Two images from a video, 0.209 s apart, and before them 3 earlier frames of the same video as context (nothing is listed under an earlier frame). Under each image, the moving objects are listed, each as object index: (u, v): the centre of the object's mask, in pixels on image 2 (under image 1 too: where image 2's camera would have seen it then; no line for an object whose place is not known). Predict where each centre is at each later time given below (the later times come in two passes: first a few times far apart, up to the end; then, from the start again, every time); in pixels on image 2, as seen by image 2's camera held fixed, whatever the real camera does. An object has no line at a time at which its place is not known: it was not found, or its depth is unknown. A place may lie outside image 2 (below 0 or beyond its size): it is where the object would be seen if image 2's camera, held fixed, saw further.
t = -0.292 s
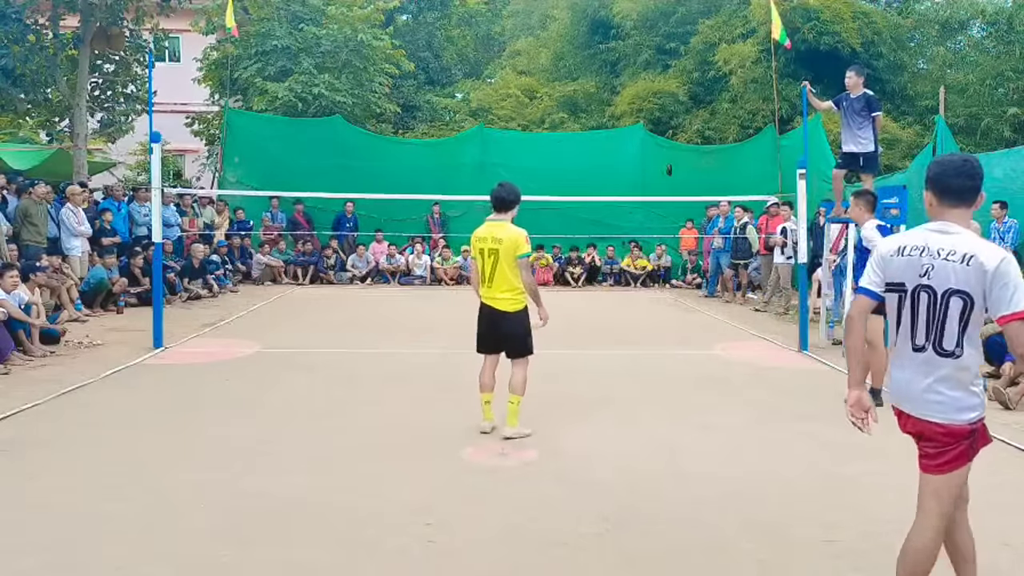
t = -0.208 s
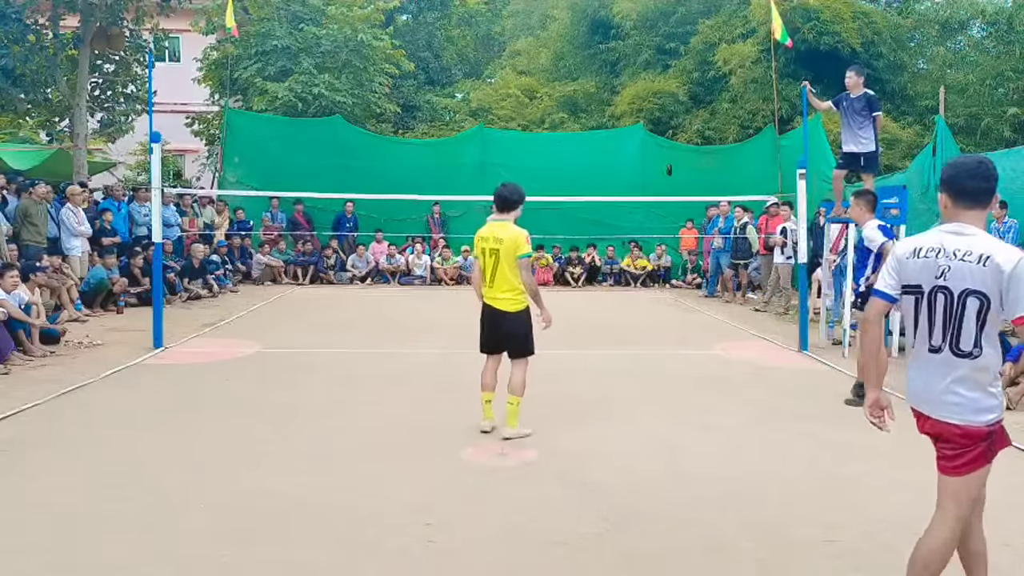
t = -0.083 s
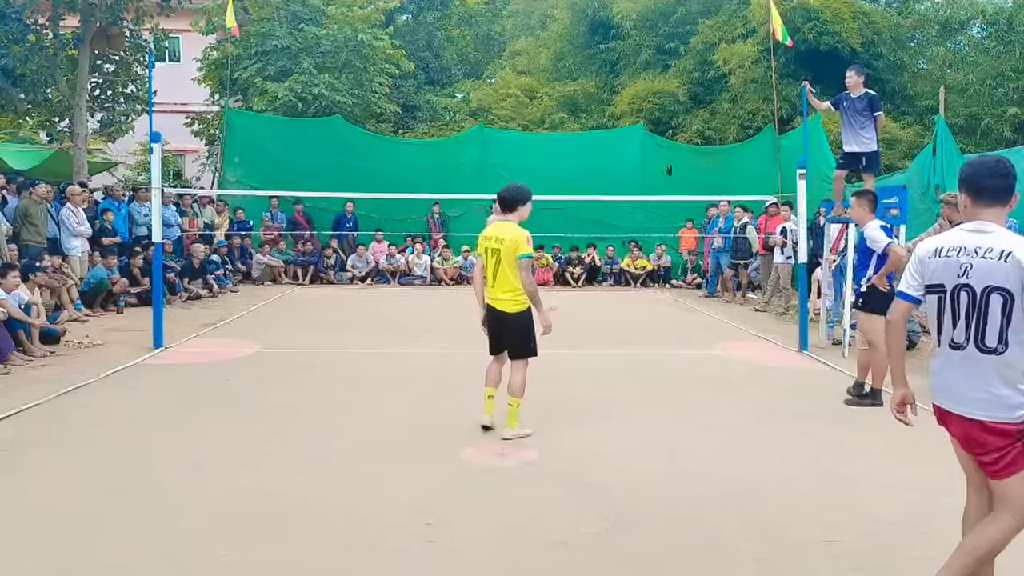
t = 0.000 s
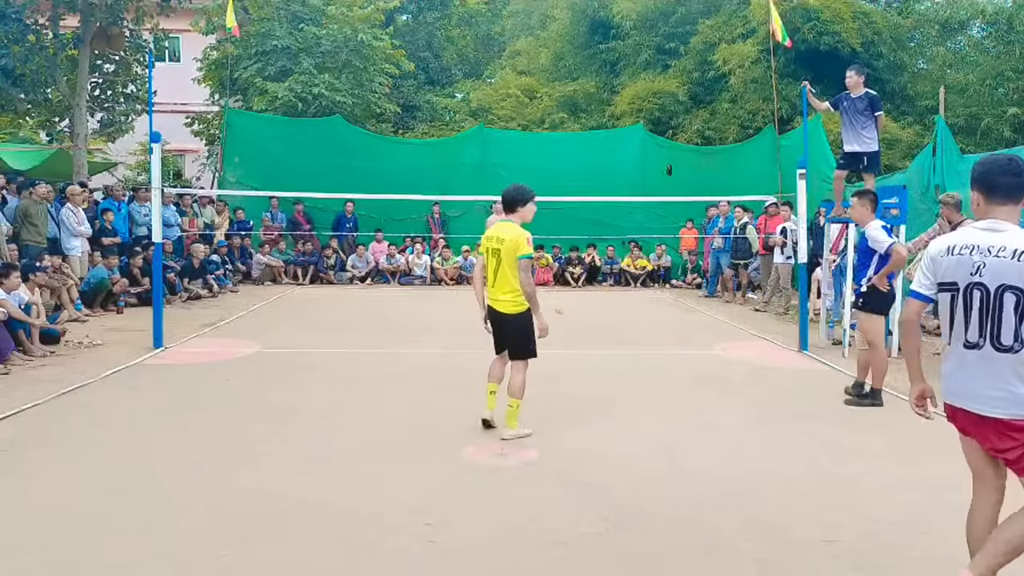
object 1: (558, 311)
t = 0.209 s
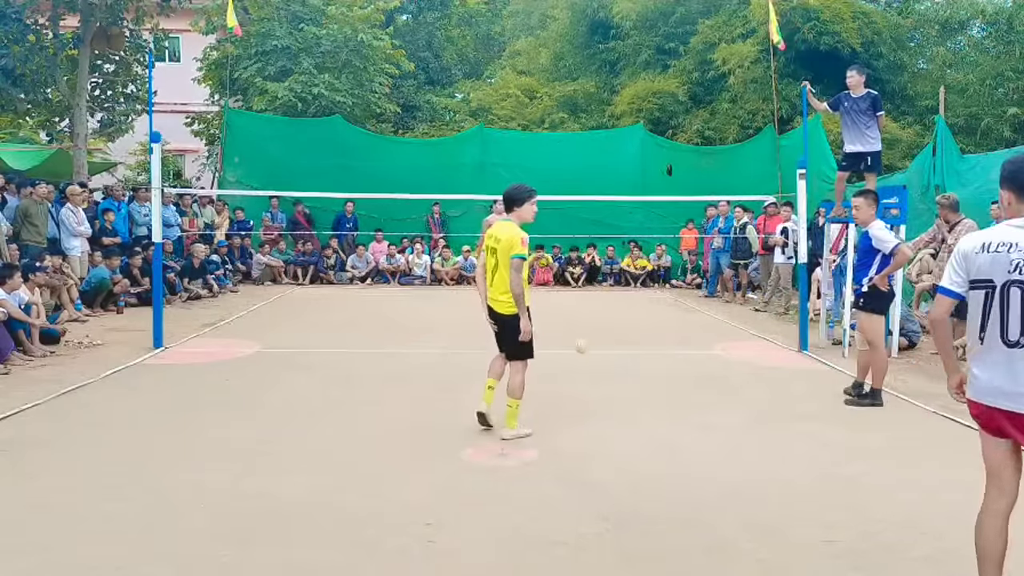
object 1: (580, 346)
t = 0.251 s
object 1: (585, 359)
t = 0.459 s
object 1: (609, 351)
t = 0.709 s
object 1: (644, 387)
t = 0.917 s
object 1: (689, 420)
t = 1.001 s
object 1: (708, 423)
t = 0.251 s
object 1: (585, 359)
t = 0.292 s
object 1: (589, 353)
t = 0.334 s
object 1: (594, 350)
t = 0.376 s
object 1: (599, 348)
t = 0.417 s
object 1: (604, 348)
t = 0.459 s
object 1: (609, 351)
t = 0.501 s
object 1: (615, 355)
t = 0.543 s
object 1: (621, 364)
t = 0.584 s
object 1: (625, 372)
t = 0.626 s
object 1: (631, 384)
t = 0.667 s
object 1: (639, 388)
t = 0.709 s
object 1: (644, 387)
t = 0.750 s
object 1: (653, 388)
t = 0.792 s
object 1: (661, 392)
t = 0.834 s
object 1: (670, 399)
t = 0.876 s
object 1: (680, 407)
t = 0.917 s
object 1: (689, 420)
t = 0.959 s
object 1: (698, 419)
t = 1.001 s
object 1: (708, 423)
